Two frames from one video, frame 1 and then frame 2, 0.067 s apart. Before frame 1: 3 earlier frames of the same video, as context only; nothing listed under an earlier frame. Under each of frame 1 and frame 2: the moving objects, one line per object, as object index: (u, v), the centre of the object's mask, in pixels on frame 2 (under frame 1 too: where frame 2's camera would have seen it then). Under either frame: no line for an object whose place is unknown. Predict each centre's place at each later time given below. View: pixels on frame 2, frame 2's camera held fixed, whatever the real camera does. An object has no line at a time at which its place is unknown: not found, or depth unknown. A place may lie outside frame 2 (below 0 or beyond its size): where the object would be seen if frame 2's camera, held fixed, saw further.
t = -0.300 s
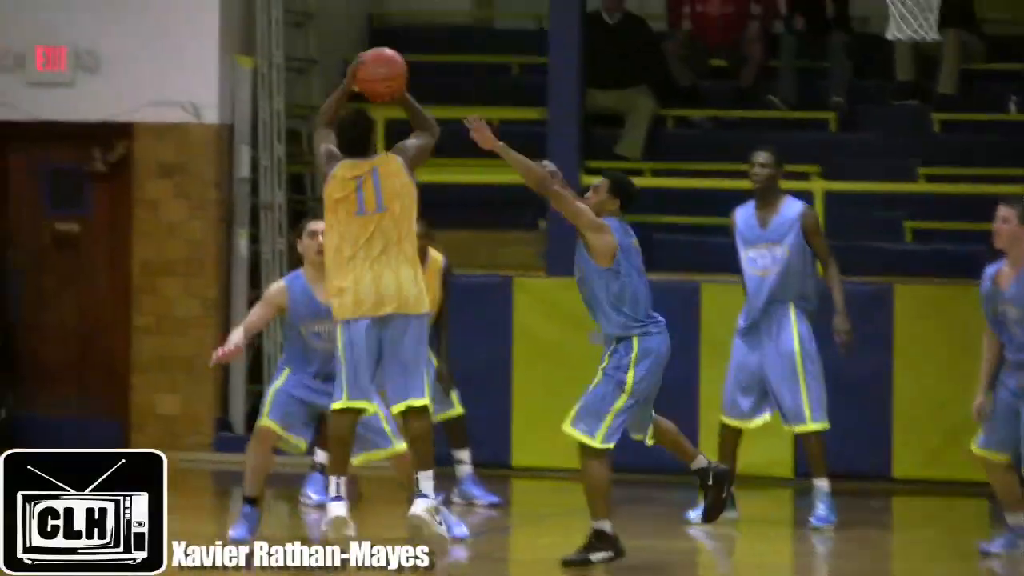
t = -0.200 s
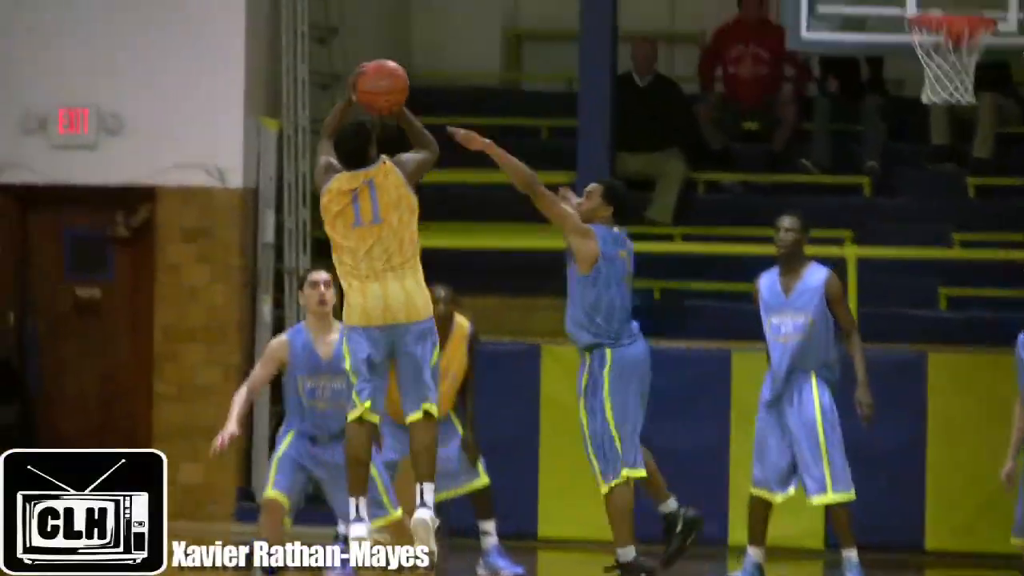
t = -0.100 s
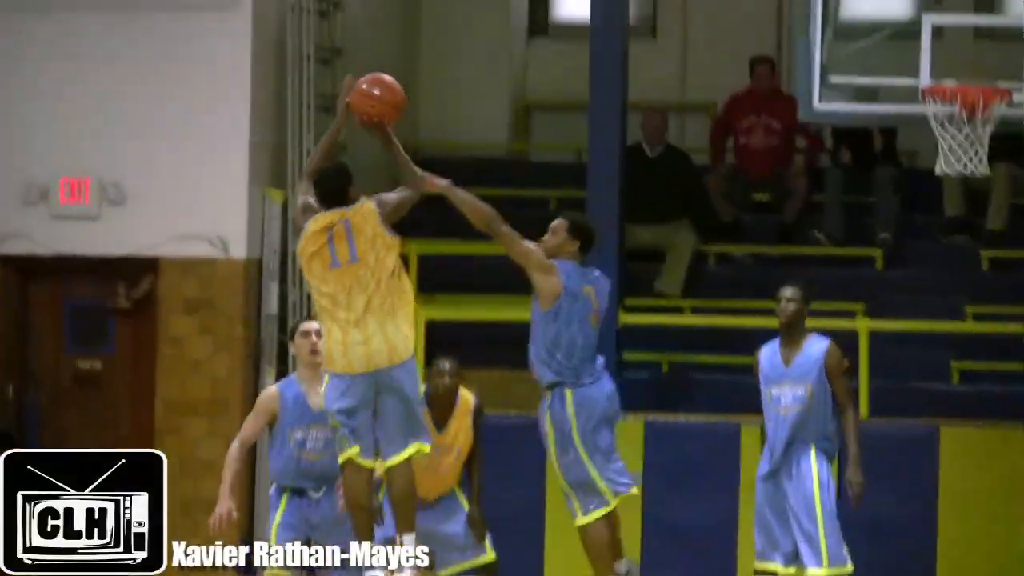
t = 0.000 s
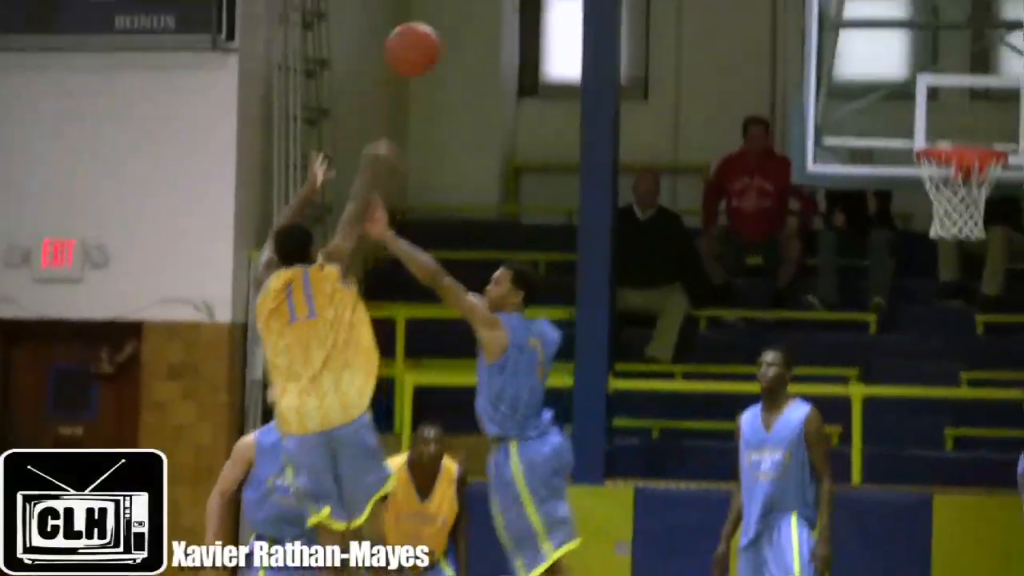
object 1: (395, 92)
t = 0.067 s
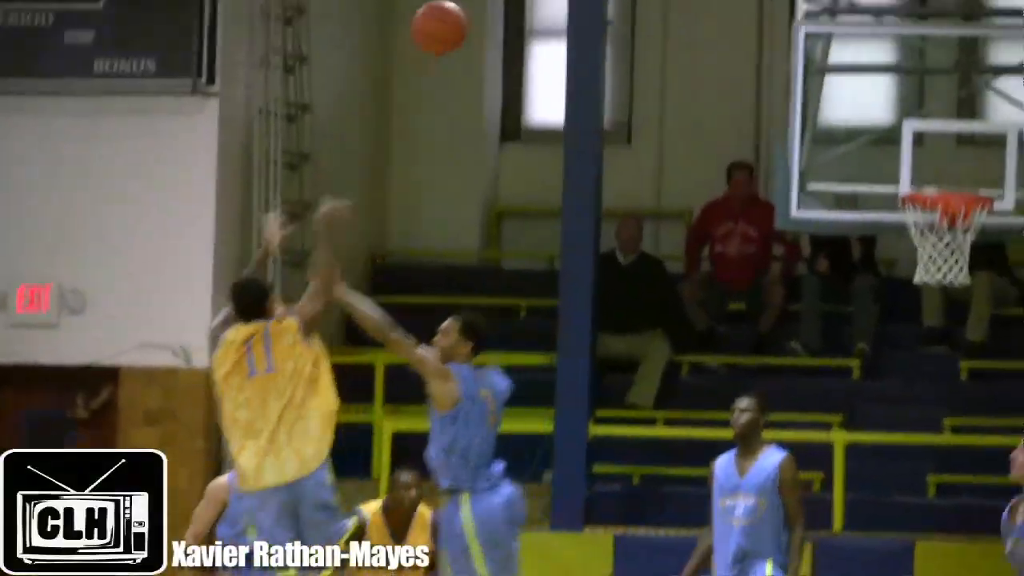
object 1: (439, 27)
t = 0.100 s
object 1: (462, 3)
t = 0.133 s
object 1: (484, -18)
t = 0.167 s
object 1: (506, -38)
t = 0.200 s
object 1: (527, -58)
